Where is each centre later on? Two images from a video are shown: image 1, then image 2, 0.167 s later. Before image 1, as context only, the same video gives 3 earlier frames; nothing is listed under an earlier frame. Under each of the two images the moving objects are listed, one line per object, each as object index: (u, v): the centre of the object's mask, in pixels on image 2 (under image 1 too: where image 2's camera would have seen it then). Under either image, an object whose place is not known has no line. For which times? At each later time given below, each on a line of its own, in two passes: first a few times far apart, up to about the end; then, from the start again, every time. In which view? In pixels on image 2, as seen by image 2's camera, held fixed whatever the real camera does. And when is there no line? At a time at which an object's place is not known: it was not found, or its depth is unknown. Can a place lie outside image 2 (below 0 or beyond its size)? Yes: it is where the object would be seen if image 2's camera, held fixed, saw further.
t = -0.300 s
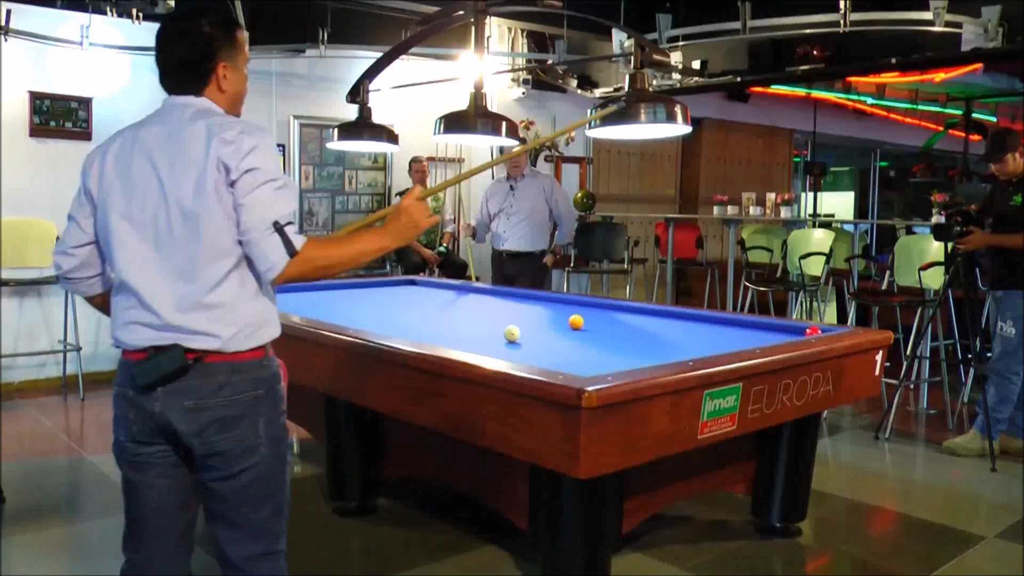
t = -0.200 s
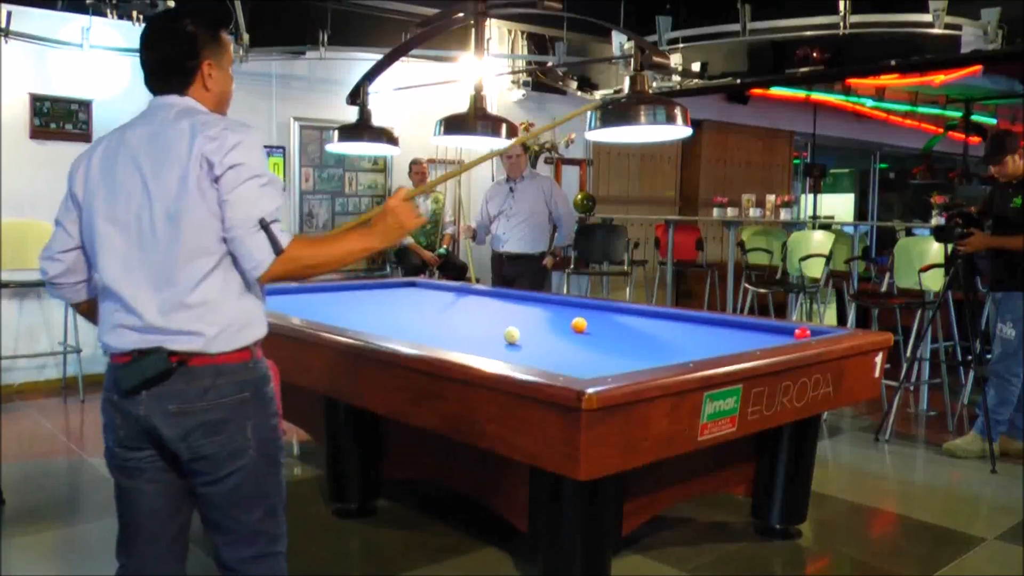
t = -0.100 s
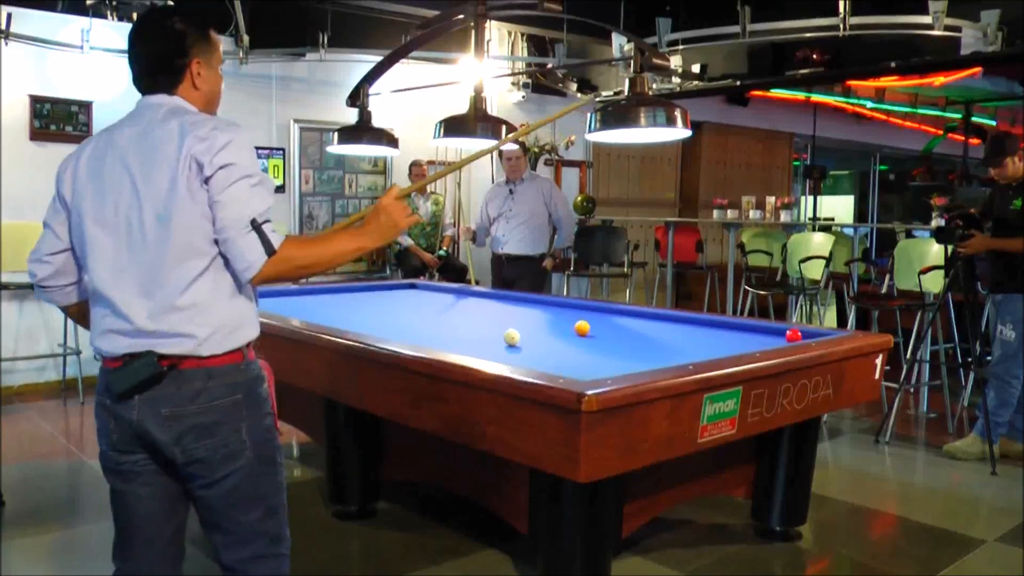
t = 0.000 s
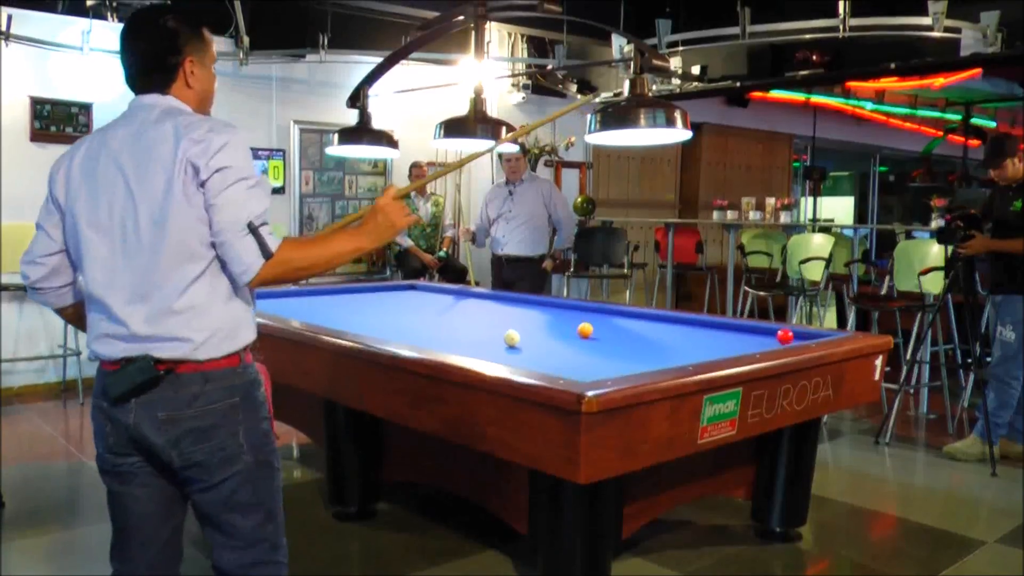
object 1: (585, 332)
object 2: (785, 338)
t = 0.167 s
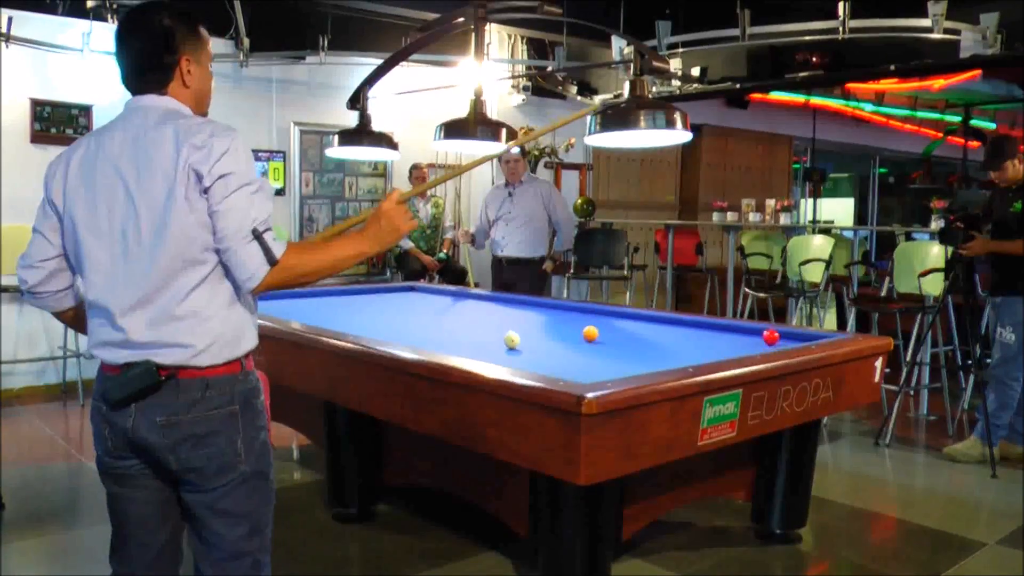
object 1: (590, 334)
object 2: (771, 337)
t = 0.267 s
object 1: (594, 335)
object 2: (762, 336)
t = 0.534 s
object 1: (602, 338)
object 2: (741, 335)
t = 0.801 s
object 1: (611, 341)
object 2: (721, 333)
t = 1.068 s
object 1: (619, 344)
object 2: (702, 332)
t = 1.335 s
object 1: (627, 347)
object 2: (684, 330)
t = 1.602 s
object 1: (635, 350)
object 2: (667, 329)
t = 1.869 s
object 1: (644, 353)
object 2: (651, 327)
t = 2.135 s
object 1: (652, 356)
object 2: (636, 326)
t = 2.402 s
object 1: (660, 358)
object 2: (622, 325)
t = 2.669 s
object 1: (667, 360)
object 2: (608, 324)
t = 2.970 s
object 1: (671, 361)
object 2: (593, 323)
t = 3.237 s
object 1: (657, 363)
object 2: (581, 323)
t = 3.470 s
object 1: (645, 364)
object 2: (571, 322)
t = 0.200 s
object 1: (592, 334)
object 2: (768, 337)
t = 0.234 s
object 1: (593, 334)
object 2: (765, 337)
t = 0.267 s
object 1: (594, 335)
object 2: (762, 336)
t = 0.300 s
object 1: (595, 335)
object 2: (760, 336)
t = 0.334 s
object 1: (596, 335)
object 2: (757, 336)
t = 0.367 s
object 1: (597, 336)
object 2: (754, 335)
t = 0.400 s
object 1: (598, 336)
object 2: (752, 335)
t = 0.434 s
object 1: (599, 337)
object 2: (749, 335)
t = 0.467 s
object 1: (600, 337)
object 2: (746, 335)
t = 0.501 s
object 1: (601, 337)
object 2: (744, 335)
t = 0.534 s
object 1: (602, 338)
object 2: (741, 335)
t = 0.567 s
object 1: (603, 338)
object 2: (739, 335)
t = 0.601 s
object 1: (604, 339)
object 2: (736, 334)
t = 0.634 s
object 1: (605, 339)
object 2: (734, 334)
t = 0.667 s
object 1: (606, 339)
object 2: (731, 334)
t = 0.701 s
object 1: (607, 340)
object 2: (729, 333)
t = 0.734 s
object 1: (608, 340)
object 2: (726, 333)
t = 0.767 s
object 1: (609, 340)
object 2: (724, 333)
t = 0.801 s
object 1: (611, 341)
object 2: (721, 333)
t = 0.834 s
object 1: (612, 341)
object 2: (719, 333)
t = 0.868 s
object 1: (613, 342)
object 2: (717, 332)
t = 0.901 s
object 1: (614, 342)
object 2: (714, 332)
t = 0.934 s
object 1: (615, 342)
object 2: (712, 332)
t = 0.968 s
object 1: (616, 343)
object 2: (709, 332)
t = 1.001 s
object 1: (617, 343)
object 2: (707, 332)
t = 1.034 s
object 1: (618, 344)
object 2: (705, 332)
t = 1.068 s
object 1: (619, 344)
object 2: (702, 332)
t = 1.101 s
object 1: (620, 344)
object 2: (700, 331)
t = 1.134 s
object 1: (621, 345)
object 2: (698, 331)
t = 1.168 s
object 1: (622, 345)
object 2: (696, 331)
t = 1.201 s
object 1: (623, 345)
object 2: (693, 331)
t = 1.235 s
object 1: (624, 346)
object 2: (691, 331)
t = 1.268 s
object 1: (625, 346)
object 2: (689, 330)
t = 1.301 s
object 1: (626, 346)
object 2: (686, 330)
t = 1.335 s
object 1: (627, 347)
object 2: (684, 330)
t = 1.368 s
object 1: (628, 347)
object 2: (682, 330)
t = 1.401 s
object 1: (629, 348)
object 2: (680, 330)
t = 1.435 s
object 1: (630, 348)
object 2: (678, 329)
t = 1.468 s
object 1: (631, 348)
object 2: (675, 329)
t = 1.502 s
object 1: (632, 349)
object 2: (673, 329)
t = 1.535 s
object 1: (633, 349)
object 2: (671, 329)
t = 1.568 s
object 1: (635, 350)
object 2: (669, 329)
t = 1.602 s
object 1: (635, 350)
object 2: (667, 329)
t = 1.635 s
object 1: (637, 350)
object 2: (665, 328)
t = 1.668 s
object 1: (638, 350)
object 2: (663, 328)
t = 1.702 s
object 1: (639, 351)
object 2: (661, 328)
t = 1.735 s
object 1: (640, 351)
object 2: (659, 328)
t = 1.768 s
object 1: (641, 352)
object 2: (657, 328)
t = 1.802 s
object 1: (642, 352)
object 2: (655, 328)
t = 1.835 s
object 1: (643, 352)
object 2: (653, 327)
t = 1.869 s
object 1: (644, 353)
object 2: (651, 327)
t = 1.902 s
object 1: (645, 354)
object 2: (649, 327)
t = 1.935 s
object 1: (646, 354)
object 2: (647, 327)
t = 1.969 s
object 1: (647, 354)
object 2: (645, 327)
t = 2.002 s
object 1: (648, 355)
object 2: (643, 327)
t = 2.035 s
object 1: (649, 355)
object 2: (641, 327)
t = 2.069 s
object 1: (650, 355)
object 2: (640, 326)
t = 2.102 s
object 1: (651, 356)
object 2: (638, 326)
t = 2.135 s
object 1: (652, 356)
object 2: (636, 326)
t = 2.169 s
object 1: (653, 356)
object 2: (634, 326)
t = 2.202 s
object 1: (654, 357)
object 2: (632, 326)
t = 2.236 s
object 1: (655, 357)
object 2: (630, 326)
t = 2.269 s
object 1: (656, 358)
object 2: (628, 326)
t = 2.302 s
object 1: (657, 357)
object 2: (627, 326)
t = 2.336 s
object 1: (658, 358)
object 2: (625, 325)
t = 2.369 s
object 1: (659, 358)
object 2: (623, 325)
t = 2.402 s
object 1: (660, 358)
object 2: (622, 325)
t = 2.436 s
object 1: (661, 358)
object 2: (620, 325)
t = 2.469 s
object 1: (662, 359)
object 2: (618, 325)
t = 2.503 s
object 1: (663, 359)
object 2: (616, 325)
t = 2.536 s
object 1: (664, 359)
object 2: (614, 325)
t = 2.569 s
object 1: (665, 359)
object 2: (613, 325)
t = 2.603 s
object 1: (665, 359)
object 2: (611, 324)
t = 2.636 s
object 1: (666, 359)
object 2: (610, 324)
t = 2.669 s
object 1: (667, 360)
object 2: (608, 324)
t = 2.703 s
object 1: (668, 360)
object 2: (606, 324)
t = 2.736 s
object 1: (669, 360)
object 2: (605, 324)
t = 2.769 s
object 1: (670, 360)
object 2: (603, 324)
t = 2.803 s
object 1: (671, 360)
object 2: (601, 324)
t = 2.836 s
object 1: (672, 361)
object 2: (600, 324)
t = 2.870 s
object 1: (673, 361)
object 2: (598, 324)
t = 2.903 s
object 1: (674, 361)
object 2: (596, 323)
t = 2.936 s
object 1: (673, 361)
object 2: (595, 323)
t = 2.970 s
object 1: (671, 361)
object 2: (593, 323)
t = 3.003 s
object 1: (669, 361)
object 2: (592, 323)
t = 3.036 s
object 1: (668, 361)
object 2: (590, 323)
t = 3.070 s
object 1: (666, 362)
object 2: (588, 323)
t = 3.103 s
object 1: (664, 362)
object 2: (587, 323)
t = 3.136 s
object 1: (662, 362)
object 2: (586, 323)
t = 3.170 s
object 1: (661, 362)
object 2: (584, 323)
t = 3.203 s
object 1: (659, 363)
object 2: (582, 323)
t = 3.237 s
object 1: (657, 363)
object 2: (581, 323)
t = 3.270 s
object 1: (655, 363)
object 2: (580, 322)
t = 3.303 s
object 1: (654, 363)
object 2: (578, 322)
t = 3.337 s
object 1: (652, 363)
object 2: (577, 322)
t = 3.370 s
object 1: (650, 363)
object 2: (575, 322)
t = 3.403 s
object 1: (648, 363)
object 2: (574, 322)
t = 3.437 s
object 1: (647, 364)
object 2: (572, 322)
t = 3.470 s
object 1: (645, 364)
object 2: (571, 322)
